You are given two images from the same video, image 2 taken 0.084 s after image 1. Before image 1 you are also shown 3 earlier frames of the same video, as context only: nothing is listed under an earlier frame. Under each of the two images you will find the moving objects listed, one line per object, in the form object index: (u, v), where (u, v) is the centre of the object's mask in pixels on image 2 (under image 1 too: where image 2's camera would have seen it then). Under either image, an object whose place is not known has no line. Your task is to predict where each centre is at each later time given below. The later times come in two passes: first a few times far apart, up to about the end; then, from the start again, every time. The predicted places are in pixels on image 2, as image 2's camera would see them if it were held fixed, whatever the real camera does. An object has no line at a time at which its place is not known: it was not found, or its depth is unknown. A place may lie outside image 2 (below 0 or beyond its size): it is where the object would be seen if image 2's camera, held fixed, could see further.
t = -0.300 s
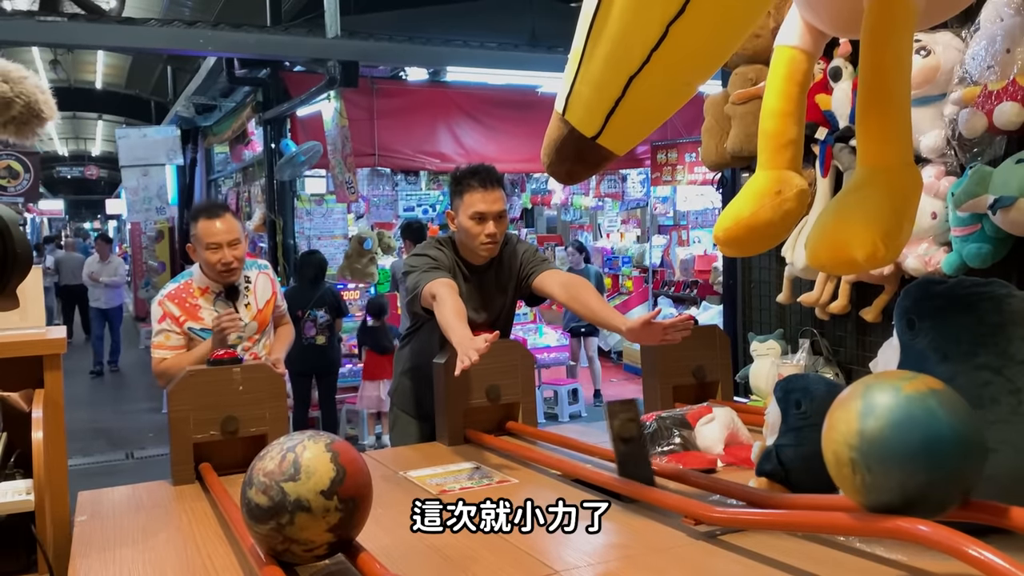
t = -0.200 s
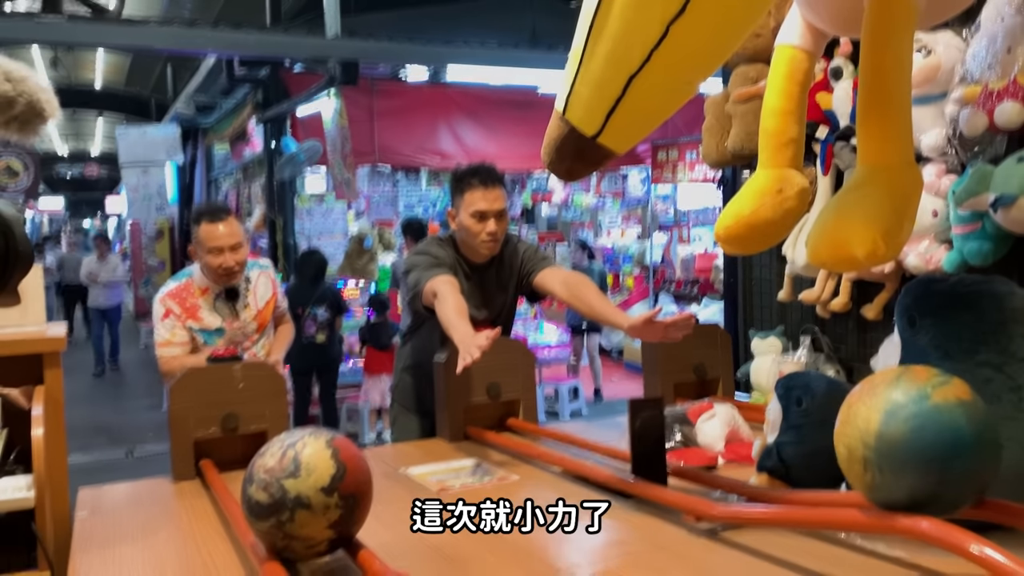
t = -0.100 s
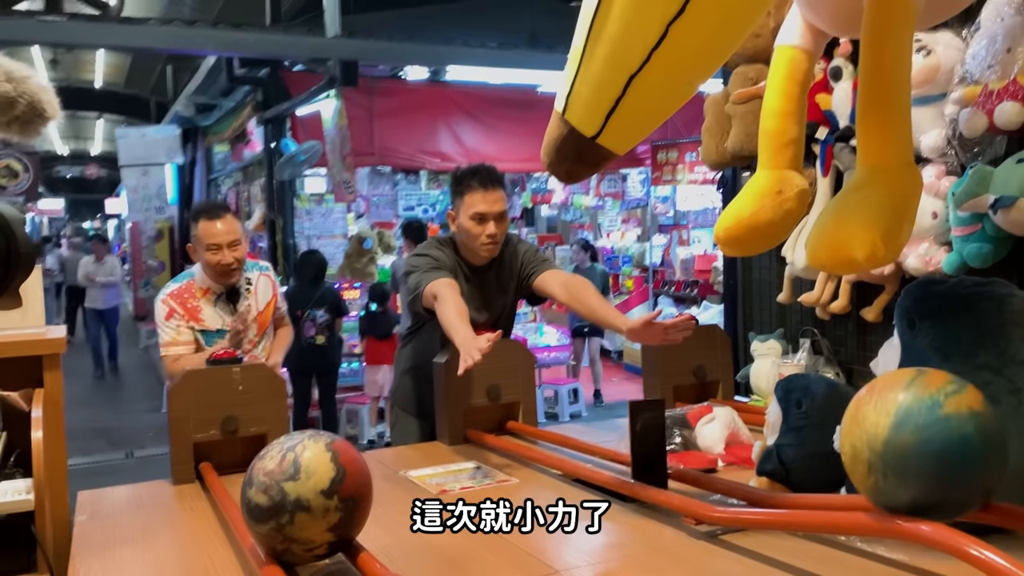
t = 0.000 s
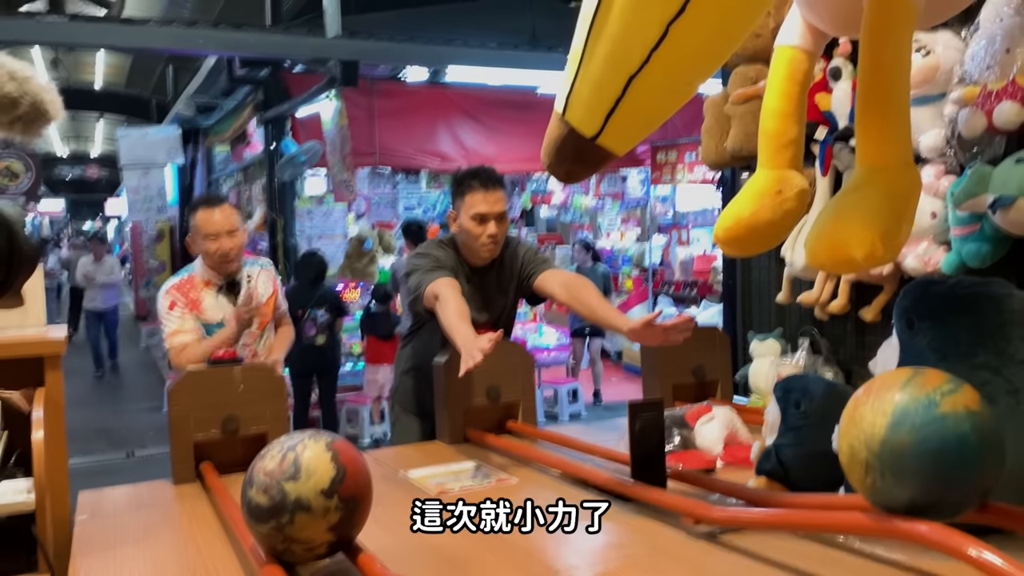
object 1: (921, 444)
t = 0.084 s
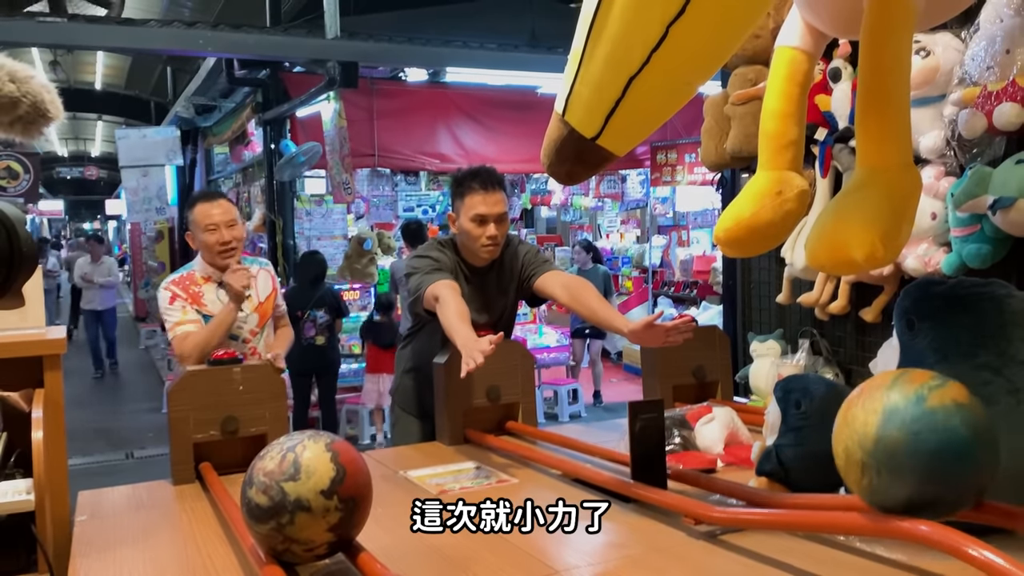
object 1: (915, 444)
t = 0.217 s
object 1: (894, 444)
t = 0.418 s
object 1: (844, 447)
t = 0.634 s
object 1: (769, 450)
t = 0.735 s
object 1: (731, 450)
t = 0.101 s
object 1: (913, 444)
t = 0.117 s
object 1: (911, 443)
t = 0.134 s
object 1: (909, 444)
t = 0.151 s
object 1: (906, 444)
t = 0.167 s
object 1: (904, 444)
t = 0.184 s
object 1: (901, 444)
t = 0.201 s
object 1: (899, 444)
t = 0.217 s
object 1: (894, 444)
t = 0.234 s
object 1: (891, 444)
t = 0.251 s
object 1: (888, 445)
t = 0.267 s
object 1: (883, 445)
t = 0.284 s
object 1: (880, 445)
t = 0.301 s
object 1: (876, 445)
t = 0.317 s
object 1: (871, 445)
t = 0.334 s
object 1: (866, 445)
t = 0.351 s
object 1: (862, 446)
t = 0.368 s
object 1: (857, 446)
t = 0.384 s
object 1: (853, 446)
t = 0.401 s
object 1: (847, 447)
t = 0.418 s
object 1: (844, 447)
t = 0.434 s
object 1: (838, 447)
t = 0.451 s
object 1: (833, 447)
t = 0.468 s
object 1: (828, 448)
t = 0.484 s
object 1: (822, 448)
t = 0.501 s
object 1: (817, 448)
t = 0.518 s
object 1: (811, 448)
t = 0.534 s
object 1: (806, 449)
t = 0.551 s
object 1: (800, 449)
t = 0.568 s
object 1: (793, 449)
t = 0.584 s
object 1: (787, 450)
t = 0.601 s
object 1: (781, 450)
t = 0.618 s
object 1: (775, 450)
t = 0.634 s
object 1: (769, 450)
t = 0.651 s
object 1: (763, 451)
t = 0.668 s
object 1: (757, 451)
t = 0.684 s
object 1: (750, 451)
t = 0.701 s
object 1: (744, 452)
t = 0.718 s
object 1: (737, 451)
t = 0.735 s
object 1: (731, 450)
